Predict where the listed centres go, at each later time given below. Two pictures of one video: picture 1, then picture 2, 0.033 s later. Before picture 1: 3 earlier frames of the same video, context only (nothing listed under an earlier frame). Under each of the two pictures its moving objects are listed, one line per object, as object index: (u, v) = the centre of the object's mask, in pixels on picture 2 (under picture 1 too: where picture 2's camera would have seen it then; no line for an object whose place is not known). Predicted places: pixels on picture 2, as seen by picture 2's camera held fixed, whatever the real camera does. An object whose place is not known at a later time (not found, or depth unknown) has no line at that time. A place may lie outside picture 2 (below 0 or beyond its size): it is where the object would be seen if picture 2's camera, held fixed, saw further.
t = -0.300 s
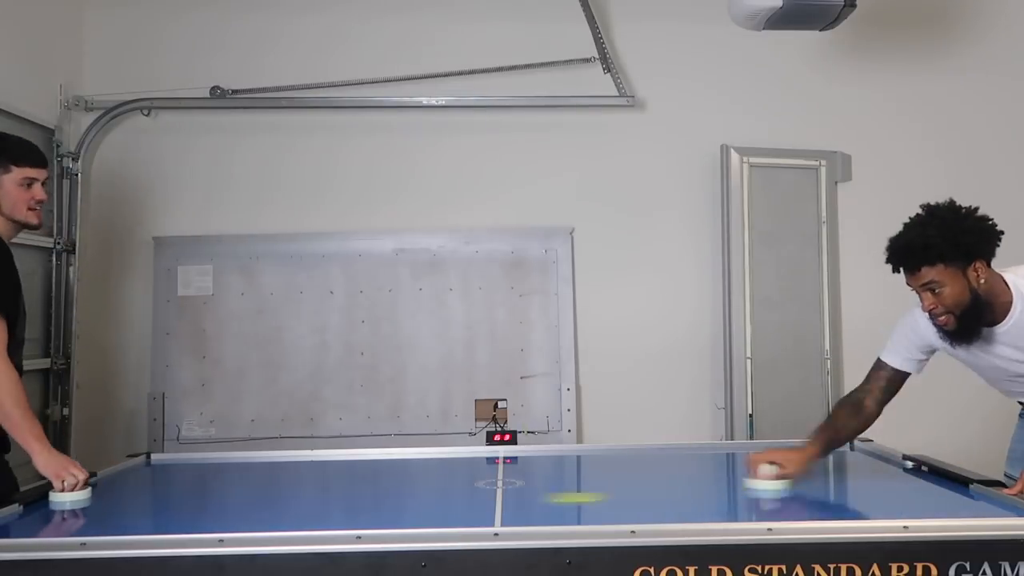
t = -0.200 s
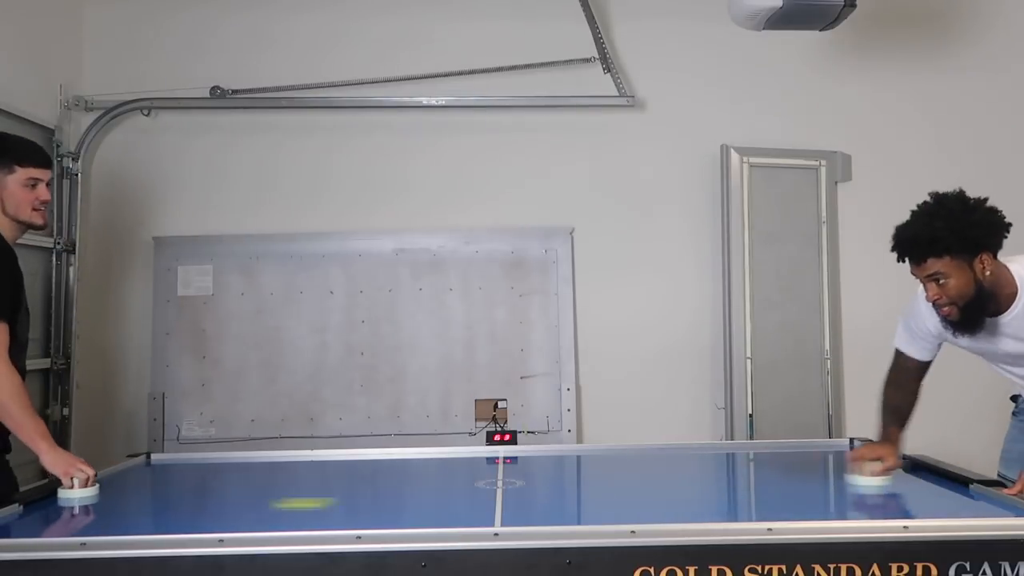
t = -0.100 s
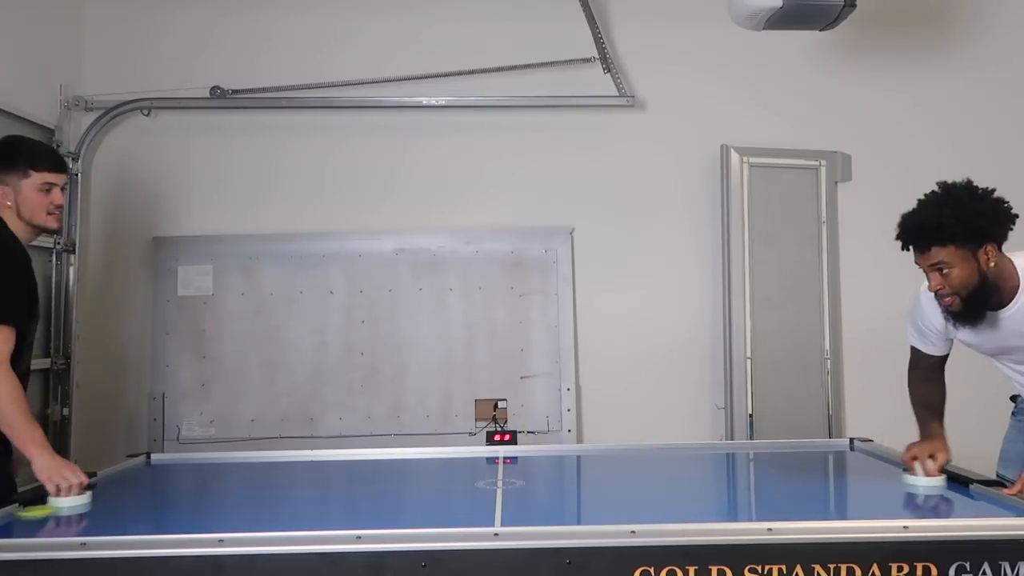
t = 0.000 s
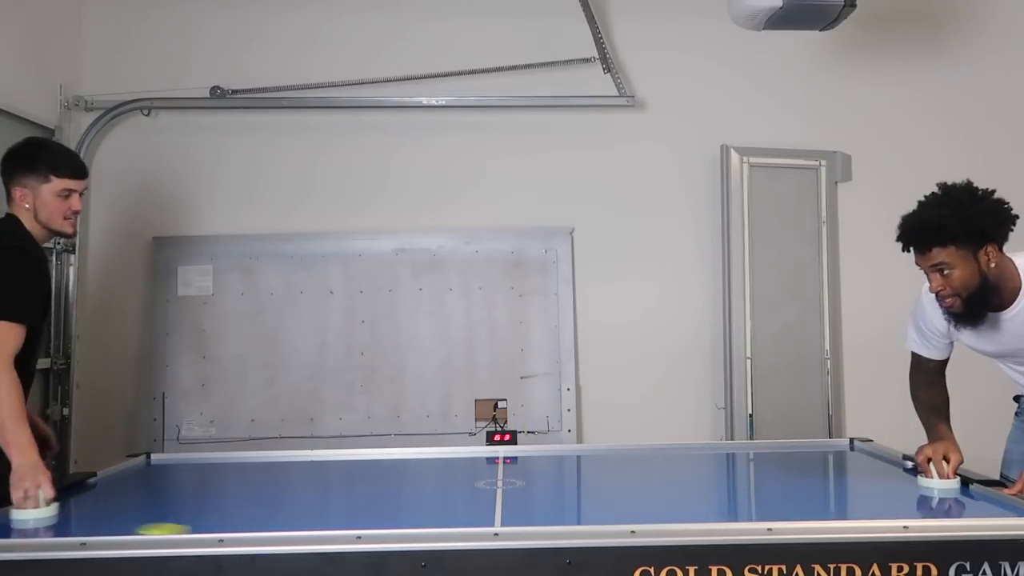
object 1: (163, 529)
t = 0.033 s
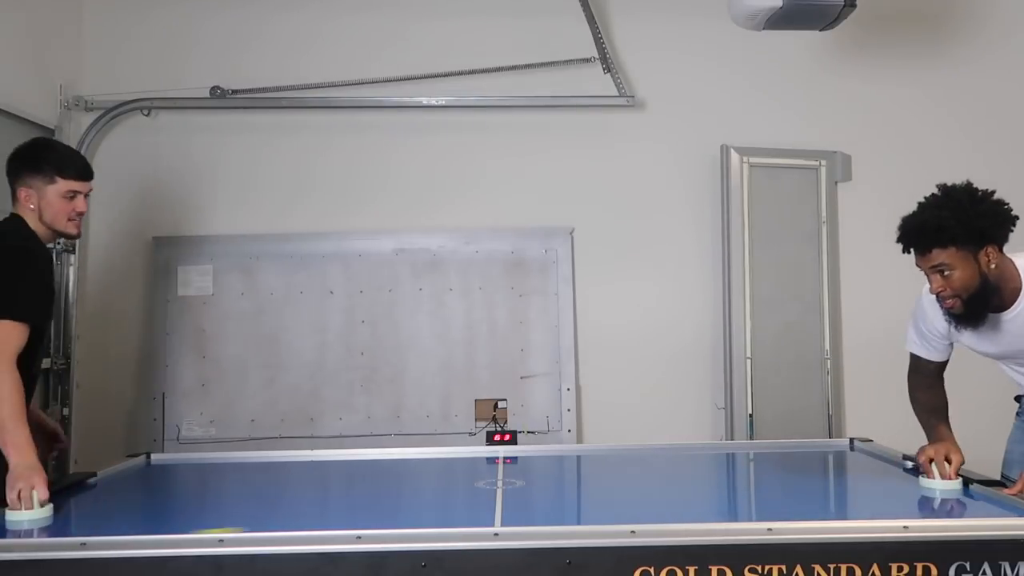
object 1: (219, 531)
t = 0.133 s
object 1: (390, 512)
